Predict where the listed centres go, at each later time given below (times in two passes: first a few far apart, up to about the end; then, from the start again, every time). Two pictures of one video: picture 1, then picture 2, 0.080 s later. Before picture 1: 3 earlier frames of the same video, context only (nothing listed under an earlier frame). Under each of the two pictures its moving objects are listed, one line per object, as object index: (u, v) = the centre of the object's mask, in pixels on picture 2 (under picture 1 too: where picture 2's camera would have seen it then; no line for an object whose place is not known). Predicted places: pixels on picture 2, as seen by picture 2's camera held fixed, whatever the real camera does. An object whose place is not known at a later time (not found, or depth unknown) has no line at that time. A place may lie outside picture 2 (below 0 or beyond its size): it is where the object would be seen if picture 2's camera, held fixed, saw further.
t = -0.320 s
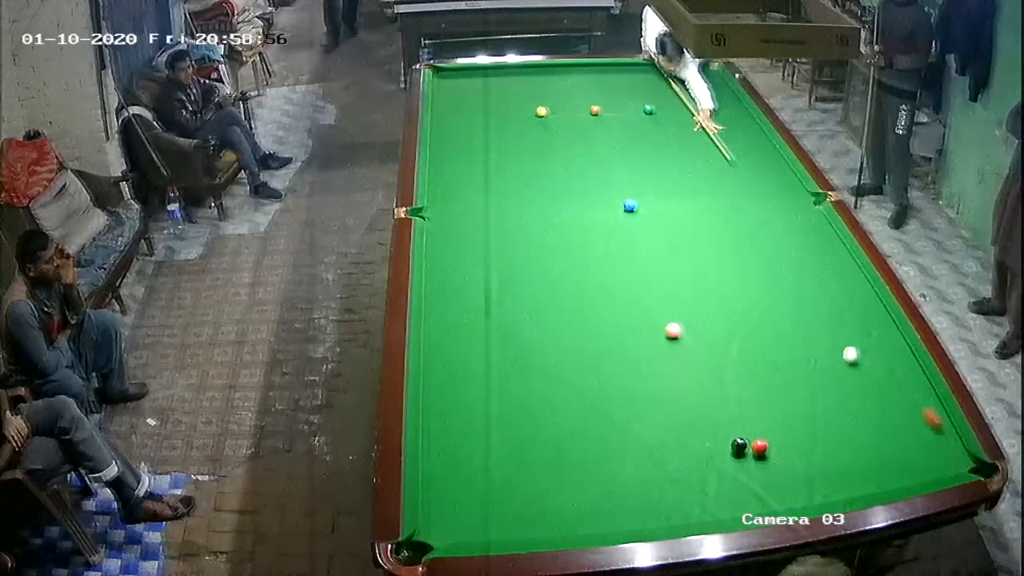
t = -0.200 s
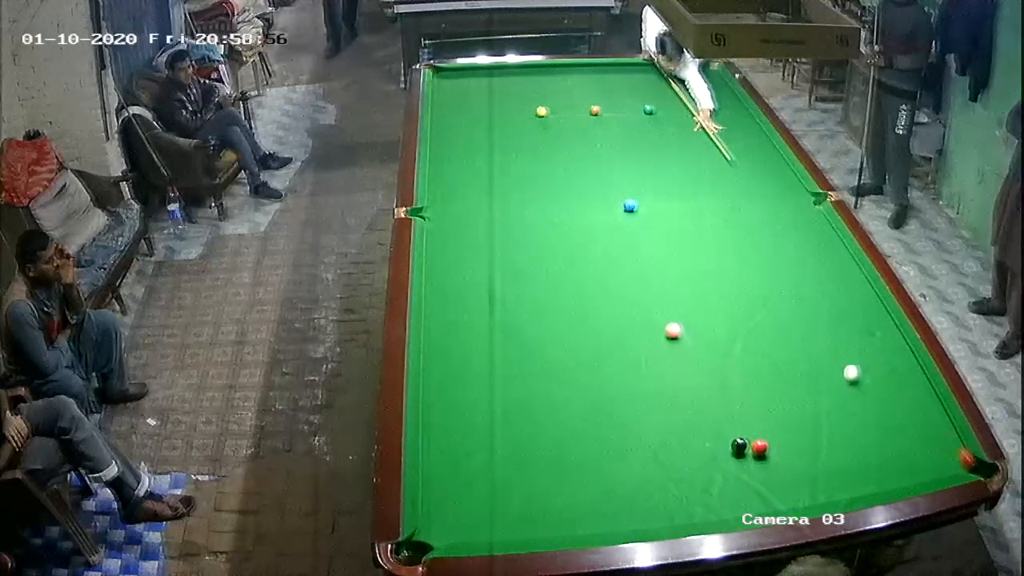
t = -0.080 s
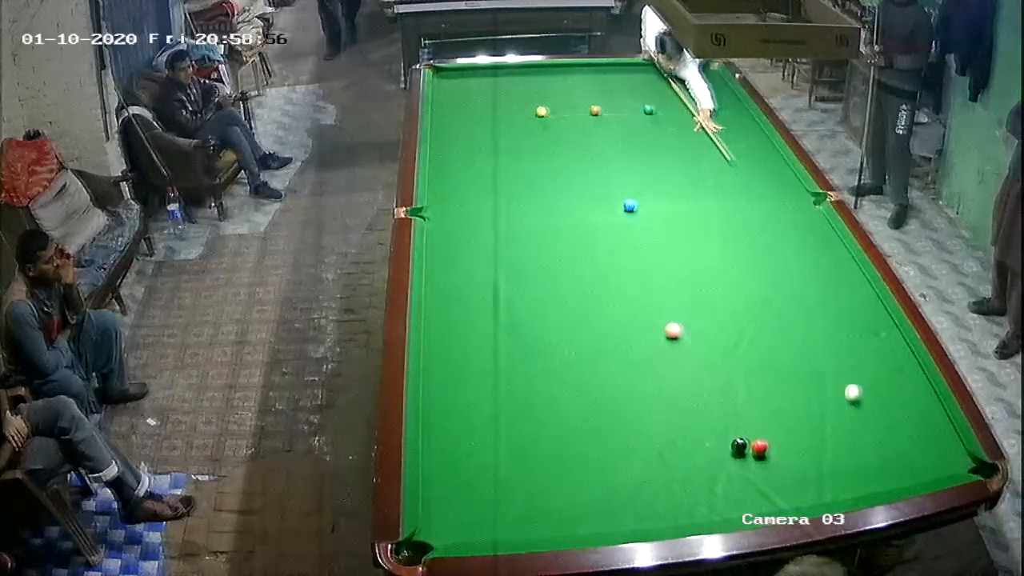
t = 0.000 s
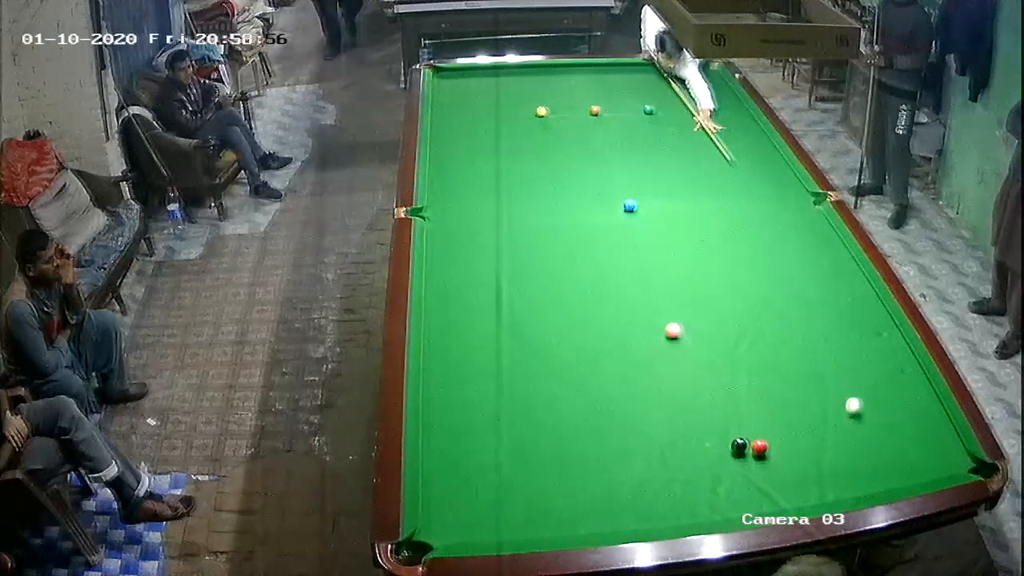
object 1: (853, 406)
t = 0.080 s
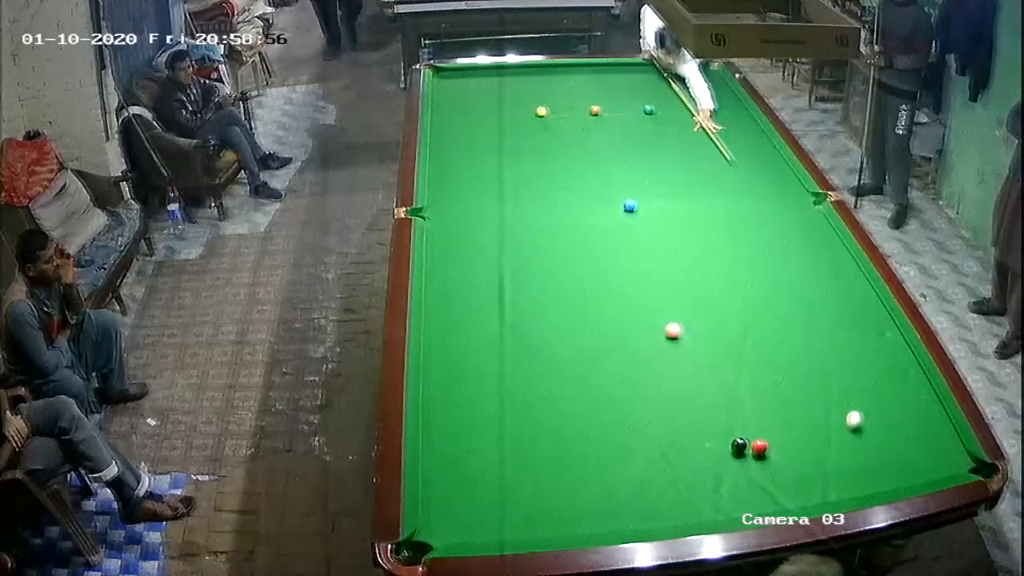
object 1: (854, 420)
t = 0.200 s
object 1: (855, 441)
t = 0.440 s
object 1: (855, 484)
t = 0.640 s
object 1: (840, 472)
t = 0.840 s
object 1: (821, 450)
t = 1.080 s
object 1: (800, 425)
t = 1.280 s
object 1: (783, 406)
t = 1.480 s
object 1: (768, 388)
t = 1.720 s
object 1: (750, 370)
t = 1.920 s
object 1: (737, 355)
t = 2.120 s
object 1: (724, 342)
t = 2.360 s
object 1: (711, 328)
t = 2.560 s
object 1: (700, 317)
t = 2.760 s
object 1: (691, 307)
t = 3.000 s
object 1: (680, 297)
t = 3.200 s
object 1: (672, 289)
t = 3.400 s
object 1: (664, 282)
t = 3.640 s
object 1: (656, 274)
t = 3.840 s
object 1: (650, 269)
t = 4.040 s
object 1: (645, 264)
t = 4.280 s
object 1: (639, 259)
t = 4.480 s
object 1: (635, 256)
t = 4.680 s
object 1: (631, 253)
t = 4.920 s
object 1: (627, 249)
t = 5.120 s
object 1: (625, 247)
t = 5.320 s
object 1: (623, 245)
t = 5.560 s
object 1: (621, 244)
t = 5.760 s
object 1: (620, 243)
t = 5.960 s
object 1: (620, 243)
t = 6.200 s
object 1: (620, 243)
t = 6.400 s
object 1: (620, 243)
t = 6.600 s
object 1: (620, 243)
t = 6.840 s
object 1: (620, 243)
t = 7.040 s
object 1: (620, 243)
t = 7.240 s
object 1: (620, 243)
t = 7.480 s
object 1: (620, 243)
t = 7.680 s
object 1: (620, 243)
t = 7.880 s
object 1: (620, 243)
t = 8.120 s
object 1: (620, 243)
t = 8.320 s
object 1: (620, 243)
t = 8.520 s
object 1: (620, 243)
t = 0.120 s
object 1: (854, 427)
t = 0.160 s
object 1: (854, 434)
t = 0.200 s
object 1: (855, 441)
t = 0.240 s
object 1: (855, 448)
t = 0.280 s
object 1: (855, 455)
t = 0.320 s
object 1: (855, 463)
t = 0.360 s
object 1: (855, 470)
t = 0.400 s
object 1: (855, 477)
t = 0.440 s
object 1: (855, 484)
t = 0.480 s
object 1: (854, 489)
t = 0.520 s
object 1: (851, 486)
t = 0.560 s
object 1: (847, 482)
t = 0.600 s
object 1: (843, 477)
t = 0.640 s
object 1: (840, 472)
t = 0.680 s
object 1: (835, 468)
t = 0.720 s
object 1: (832, 463)
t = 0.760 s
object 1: (828, 459)
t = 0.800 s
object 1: (824, 454)
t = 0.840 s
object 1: (821, 450)
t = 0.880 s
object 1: (817, 446)
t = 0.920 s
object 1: (813, 441)
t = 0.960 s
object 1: (810, 437)
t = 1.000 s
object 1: (806, 433)
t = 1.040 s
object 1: (803, 429)
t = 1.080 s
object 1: (800, 425)
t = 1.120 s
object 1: (796, 421)
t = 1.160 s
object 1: (793, 417)
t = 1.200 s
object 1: (790, 414)
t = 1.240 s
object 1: (787, 409)
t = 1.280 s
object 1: (783, 406)
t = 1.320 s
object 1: (780, 402)
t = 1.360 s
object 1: (777, 399)
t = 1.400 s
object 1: (774, 396)
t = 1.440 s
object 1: (771, 392)
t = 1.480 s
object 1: (768, 388)
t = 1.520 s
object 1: (764, 385)
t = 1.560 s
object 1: (761, 382)
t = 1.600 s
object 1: (759, 379)
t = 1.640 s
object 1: (756, 376)
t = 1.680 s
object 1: (753, 373)
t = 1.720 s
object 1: (750, 370)
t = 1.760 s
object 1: (747, 367)
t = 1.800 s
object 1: (745, 364)
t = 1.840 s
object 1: (742, 361)
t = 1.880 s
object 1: (739, 358)
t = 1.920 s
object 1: (737, 355)
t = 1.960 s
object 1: (734, 353)
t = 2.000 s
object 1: (732, 350)
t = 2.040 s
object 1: (729, 347)
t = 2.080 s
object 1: (726, 344)
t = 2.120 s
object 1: (724, 342)
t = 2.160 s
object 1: (722, 339)
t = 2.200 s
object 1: (720, 337)
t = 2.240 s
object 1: (717, 335)
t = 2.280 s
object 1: (715, 332)
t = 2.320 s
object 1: (713, 330)
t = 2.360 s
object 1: (711, 328)
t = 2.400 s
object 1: (709, 326)
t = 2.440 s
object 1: (707, 323)
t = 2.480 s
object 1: (704, 321)
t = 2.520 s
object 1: (702, 319)
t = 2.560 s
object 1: (700, 317)
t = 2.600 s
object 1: (698, 315)
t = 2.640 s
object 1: (696, 313)
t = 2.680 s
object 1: (694, 311)
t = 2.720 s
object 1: (693, 309)
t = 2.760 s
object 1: (691, 307)
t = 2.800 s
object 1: (689, 306)
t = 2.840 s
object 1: (687, 304)
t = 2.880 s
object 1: (685, 302)
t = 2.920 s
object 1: (683, 300)
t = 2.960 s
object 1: (682, 298)
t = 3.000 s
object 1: (680, 297)
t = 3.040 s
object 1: (678, 295)
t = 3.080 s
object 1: (676, 293)
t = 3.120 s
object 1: (675, 292)
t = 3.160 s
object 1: (673, 290)
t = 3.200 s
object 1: (672, 289)
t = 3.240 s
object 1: (670, 287)
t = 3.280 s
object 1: (669, 286)
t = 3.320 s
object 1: (667, 285)
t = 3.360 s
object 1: (666, 283)
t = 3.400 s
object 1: (664, 282)
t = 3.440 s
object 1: (663, 281)
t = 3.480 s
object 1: (661, 279)
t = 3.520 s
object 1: (660, 278)
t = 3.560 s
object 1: (659, 276)
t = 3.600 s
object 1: (657, 276)
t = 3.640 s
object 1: (656, 274)
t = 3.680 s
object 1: (655, 273)
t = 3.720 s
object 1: (654, 272)
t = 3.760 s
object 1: (653, 271)
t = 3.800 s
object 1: (651, 270)
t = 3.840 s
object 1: (650, 269)
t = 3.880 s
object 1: (649, 268)
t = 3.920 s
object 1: (648, 267)
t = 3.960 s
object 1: (647, 266)
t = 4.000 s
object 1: (646, 265)
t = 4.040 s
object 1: (645, 264)
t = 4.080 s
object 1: (644, 263)
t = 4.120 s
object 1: (643, 262)
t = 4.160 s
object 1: (642, 261)
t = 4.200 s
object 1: (641, 261)
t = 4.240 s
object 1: (640, 260)
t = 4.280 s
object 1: (639, 259)
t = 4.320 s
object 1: (638, 258)
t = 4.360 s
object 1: (637, 257)
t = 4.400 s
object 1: (636, 257)
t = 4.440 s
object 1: (636, 256)
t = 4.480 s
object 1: (635, 256)
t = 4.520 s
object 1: (634, 255)
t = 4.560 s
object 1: (633, 254)
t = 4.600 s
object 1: (632, 253)
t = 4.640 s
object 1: (631, 253)
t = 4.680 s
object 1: (631, 253)
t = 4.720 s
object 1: (630, 252)
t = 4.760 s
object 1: (630, 252)
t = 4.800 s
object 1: (629, 251)
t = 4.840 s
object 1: (629, 250)
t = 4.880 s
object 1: (628, 250)
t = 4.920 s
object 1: (627, 249)
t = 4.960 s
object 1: (627, 249)
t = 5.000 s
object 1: (626, 249)
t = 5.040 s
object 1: (626, 248)
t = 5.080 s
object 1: (625, 248)
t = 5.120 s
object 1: (625, 247)
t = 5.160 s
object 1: (624, 247)
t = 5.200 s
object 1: (624, 246)
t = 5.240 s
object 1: (623, 246)
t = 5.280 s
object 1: (623, 246)
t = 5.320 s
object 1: (623, 245)
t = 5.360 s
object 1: (622, 245)
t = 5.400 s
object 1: (622, 245)
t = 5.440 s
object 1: (622, 245)
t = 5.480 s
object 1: (621, 245)
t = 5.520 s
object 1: (621, 244)
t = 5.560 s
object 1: (621, 244)
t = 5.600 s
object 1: (621, 244)
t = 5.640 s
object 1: (621, 244)
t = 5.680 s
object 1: (620, 243)
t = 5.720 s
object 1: (621, 244)
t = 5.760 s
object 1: (620, 243)
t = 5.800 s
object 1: (620, 243)
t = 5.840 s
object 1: (620, 243)
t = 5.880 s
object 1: (620, 243)
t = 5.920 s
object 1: (620, 243)
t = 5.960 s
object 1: (620, 243)
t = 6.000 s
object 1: (620, 243)
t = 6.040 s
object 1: (620, 243)
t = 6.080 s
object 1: (620, 243)
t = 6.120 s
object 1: (620, 243)
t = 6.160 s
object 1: (620, 243)
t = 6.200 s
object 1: (620, 243)
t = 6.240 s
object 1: (620, 243)
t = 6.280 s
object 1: (620, 243)
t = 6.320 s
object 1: (620, 243)
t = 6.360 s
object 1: (620, 243)
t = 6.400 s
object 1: (620, 243)
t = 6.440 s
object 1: (620, 243)
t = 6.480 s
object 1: (620, 243)
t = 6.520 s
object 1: (620, 243)
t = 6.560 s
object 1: (620, 243)
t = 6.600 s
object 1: (620, 243)
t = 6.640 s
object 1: (620, 243)
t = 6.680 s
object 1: (620, 243)
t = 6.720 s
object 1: (620, 243)
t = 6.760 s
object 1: (620, 243)
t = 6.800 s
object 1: (620, 243)
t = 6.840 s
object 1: (620, 243)
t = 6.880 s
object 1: (620, 243)
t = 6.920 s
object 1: (620, 243)
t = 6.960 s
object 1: (620, 243)
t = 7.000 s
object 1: (620, 243)
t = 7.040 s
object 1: (620, 243)
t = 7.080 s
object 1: (620, 243)
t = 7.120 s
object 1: (620, 243)
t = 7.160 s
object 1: (620, 243)
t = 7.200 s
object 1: (620, 243)
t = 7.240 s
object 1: (620, 243)
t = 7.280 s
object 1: (621, 243)
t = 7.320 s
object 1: (620, 243)
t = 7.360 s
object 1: (621, 243)
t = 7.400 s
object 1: (620, 243)
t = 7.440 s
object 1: (620, 243)
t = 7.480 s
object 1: (620, 243)
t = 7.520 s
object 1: (620, 243)
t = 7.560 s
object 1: (620, 243)
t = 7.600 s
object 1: (620, 243)
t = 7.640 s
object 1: (620, 243)
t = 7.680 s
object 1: (620, 243)
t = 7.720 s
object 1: (620, 243)
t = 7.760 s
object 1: (620, 243)
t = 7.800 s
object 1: (620, 243)
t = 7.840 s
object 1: (620, 243)
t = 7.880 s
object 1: (620, 243)
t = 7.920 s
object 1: (620, 243)
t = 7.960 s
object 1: (620, 243)
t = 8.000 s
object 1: (620, 243)
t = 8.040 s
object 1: (620, 243)
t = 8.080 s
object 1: (620, 243)
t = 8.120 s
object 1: (620, 243)
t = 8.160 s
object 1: (620, 243)
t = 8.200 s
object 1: (620, 243)
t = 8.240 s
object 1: (620, 243)
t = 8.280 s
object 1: (621, 243)
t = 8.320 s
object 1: (620, 243)
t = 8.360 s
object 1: (621, 243)
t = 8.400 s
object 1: (620, 243)
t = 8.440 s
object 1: (620, 243)
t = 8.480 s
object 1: (620, 243)
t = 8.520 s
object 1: (620, 243)
